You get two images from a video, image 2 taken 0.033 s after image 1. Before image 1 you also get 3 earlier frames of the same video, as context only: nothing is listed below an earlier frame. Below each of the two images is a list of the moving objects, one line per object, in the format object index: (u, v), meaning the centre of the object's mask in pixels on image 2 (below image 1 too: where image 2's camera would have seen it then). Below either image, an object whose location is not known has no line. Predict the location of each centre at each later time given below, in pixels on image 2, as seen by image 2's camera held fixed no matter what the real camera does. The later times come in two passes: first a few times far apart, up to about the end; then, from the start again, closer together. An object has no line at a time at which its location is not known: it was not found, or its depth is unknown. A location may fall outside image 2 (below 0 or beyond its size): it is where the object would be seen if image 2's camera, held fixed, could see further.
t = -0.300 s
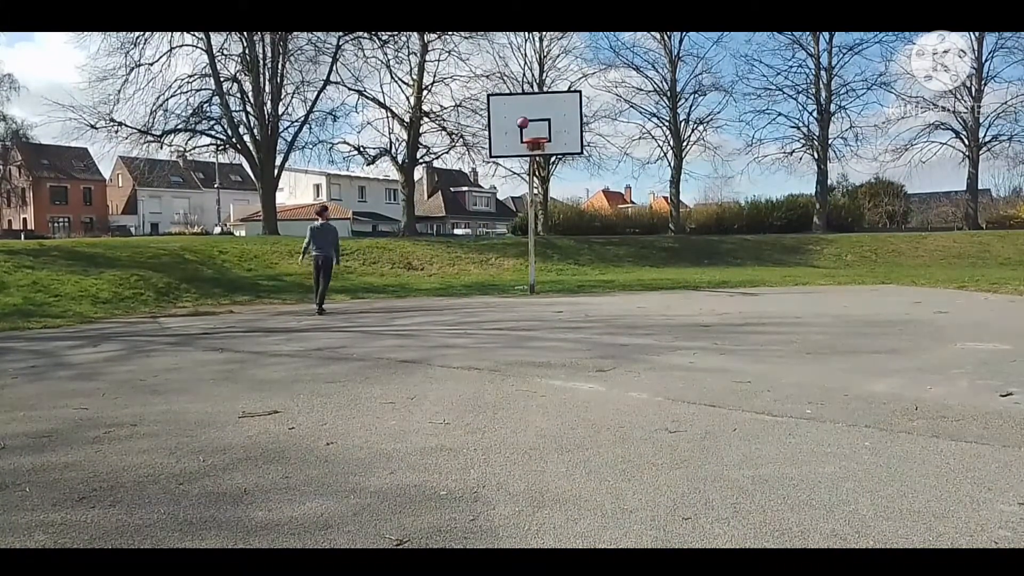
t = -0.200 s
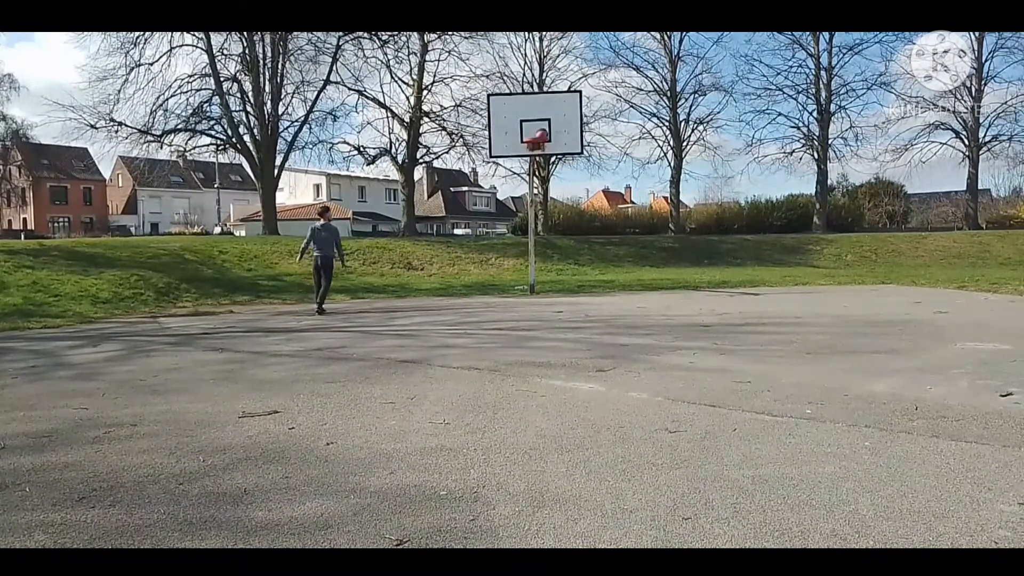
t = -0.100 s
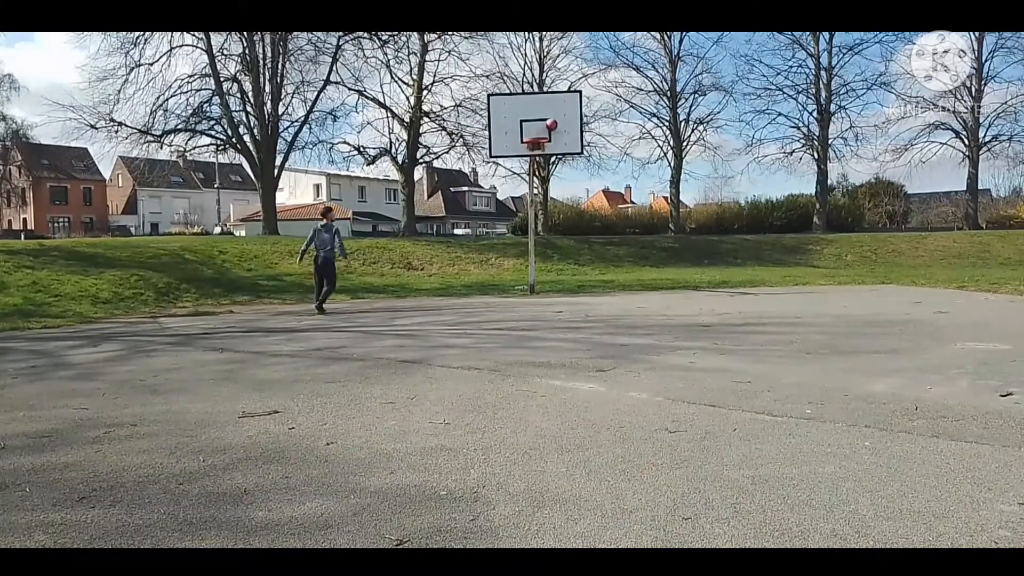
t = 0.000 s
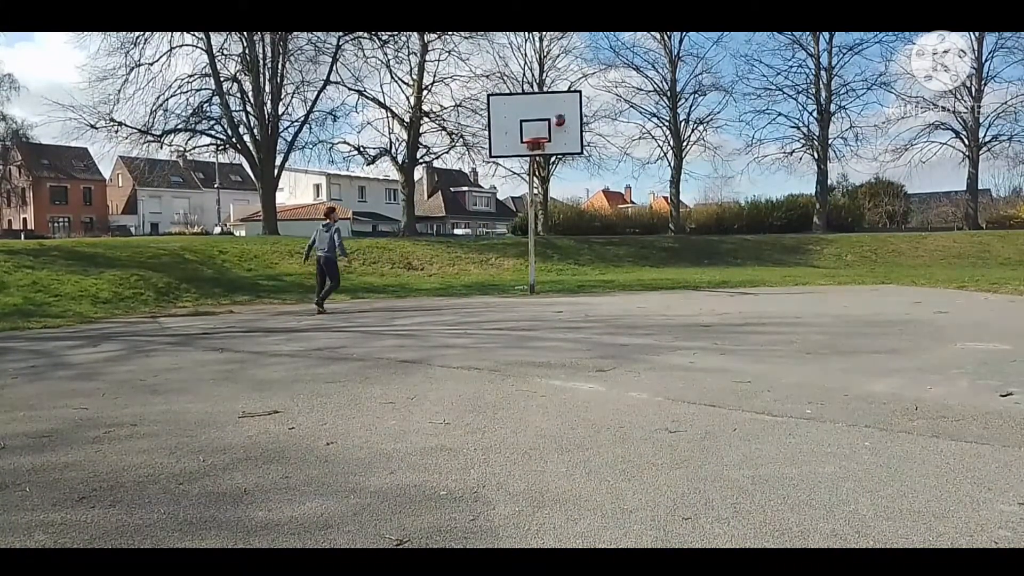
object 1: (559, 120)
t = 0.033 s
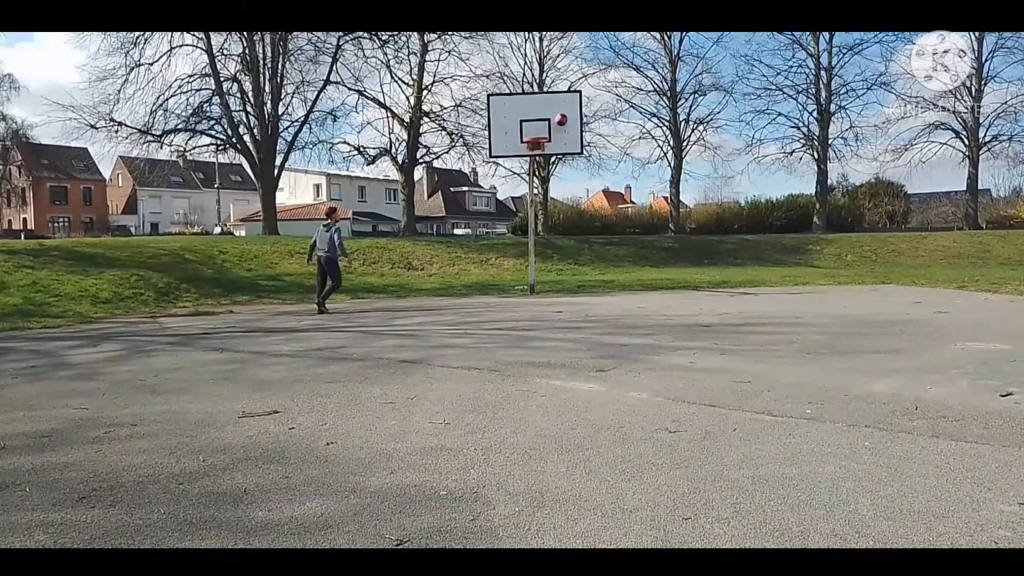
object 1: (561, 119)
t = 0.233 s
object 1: (575, 129)
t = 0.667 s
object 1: (606, 222)
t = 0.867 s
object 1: (620, 295)
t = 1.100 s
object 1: (634, 248)
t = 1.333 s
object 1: (649, 230)
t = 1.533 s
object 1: (660, 237)
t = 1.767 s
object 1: (676, 272)
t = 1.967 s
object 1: (687, 279)
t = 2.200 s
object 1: (696, 264)
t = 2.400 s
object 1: (705, 276)
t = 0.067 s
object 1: (563, 120)
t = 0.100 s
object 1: (566, 120)
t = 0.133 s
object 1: (568, 122)
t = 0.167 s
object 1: (571, 123)
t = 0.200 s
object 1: (573, 126)
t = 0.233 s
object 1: (575, 129)
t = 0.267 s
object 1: (578, 133)
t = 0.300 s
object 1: (581, 136)
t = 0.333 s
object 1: (583, 142)
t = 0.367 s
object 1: (585, 147)
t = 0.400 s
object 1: (587, 153)
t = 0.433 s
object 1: (590, 160)
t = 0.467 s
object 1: (592, 167)
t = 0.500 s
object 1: (595, 174)
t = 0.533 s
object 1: (597, 183)
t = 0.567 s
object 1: (600, 192)
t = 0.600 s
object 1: (601, 202)
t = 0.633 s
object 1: (605, 212)
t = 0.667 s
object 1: (606, 222)
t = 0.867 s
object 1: (620, 295)
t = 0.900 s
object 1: (622, 286)
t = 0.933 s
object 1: (624, 278)
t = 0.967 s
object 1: (626, 271)
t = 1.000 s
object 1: (628, 264)
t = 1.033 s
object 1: (630, 258)
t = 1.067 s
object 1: (632, 253)
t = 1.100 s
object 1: (634, 248)
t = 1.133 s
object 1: (636, 243)
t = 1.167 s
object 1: (638, 239)
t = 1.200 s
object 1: (641, 236)
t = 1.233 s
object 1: (643, 234)
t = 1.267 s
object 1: (645, 232)
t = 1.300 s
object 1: (647, 231)
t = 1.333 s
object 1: (649, 230)
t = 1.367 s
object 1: (651, 230)
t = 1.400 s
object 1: (653, 230)
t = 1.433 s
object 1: (655, 230)
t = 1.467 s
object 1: (657, 232)
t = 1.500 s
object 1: (659, 234)
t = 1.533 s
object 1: (660, 237)
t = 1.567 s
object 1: (663, 241)
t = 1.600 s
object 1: (665, 245)
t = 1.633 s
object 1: (667, 249)
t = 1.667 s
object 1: (669, 254)
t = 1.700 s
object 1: (671, 259)
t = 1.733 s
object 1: (673, 266)
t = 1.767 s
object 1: (676, 272)
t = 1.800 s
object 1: (679, 280)
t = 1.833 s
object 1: (681, 288)
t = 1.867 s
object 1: (684, 292)
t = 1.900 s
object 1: (685, 287)
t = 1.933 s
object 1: (686, 283)
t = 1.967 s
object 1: (687, 279)
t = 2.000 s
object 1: (688, 275)
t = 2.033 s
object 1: (690, 272)
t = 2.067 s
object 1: (691, 269)
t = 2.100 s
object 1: (693, 267)
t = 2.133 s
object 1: (694, 265)
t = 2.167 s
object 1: (695, 265)
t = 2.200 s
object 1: (696, 264)
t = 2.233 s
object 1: (698, 264)
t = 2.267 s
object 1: (700, 265)
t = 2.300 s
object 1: (701, 267)
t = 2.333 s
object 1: (703, 269)
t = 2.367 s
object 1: (704, 273)
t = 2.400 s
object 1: (705, 276)
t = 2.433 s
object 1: (707, 279)
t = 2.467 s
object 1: (709, 284)
